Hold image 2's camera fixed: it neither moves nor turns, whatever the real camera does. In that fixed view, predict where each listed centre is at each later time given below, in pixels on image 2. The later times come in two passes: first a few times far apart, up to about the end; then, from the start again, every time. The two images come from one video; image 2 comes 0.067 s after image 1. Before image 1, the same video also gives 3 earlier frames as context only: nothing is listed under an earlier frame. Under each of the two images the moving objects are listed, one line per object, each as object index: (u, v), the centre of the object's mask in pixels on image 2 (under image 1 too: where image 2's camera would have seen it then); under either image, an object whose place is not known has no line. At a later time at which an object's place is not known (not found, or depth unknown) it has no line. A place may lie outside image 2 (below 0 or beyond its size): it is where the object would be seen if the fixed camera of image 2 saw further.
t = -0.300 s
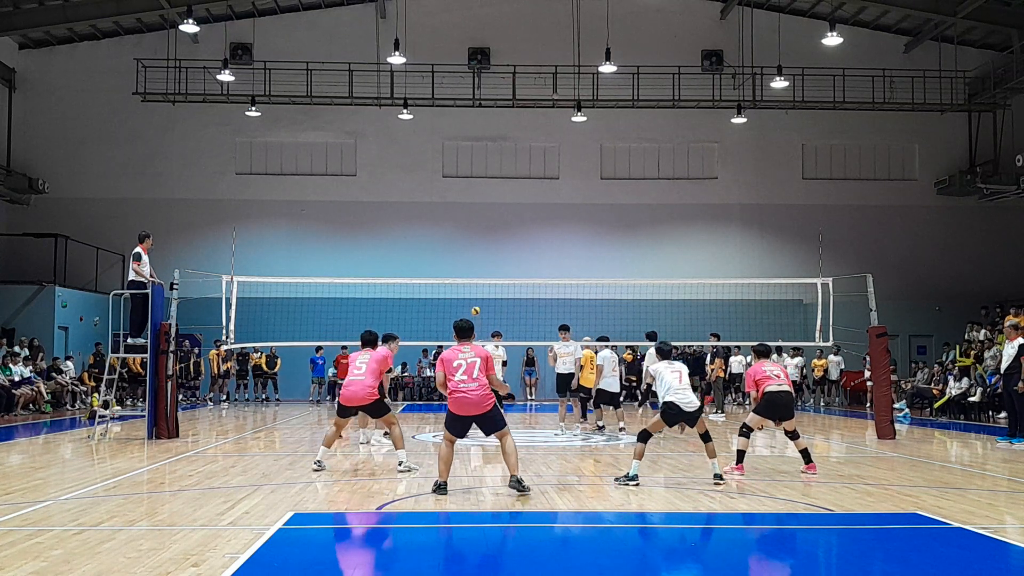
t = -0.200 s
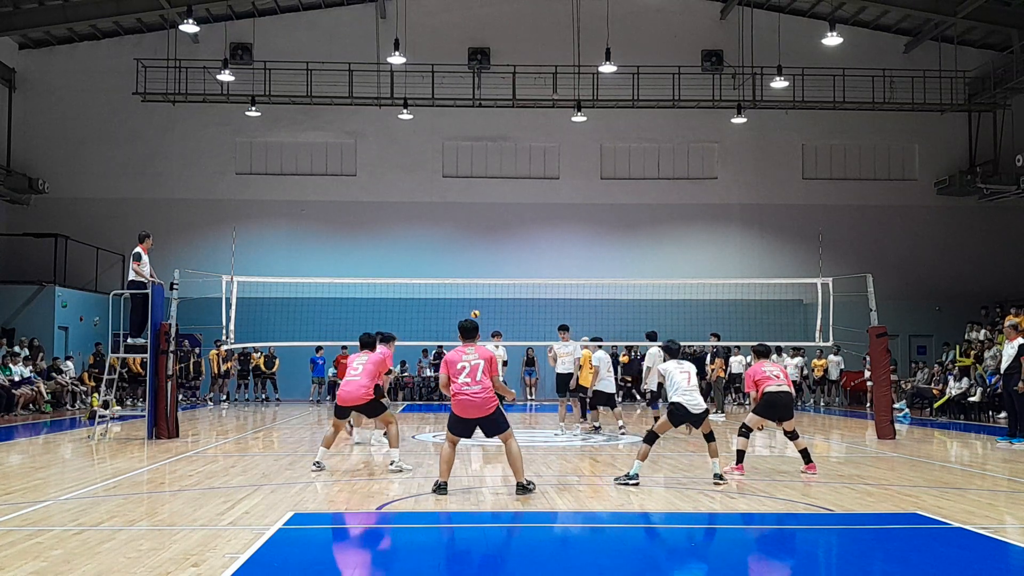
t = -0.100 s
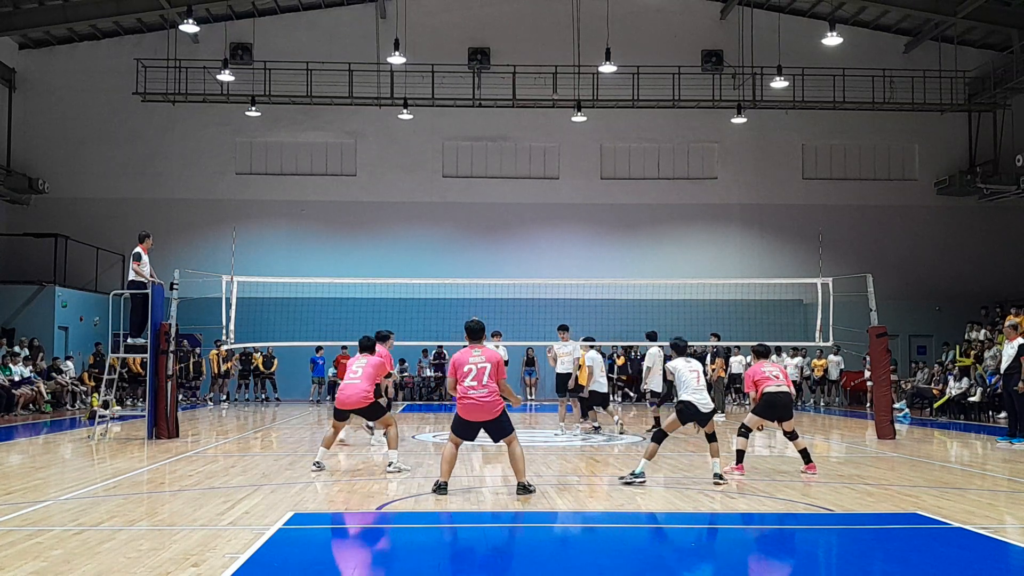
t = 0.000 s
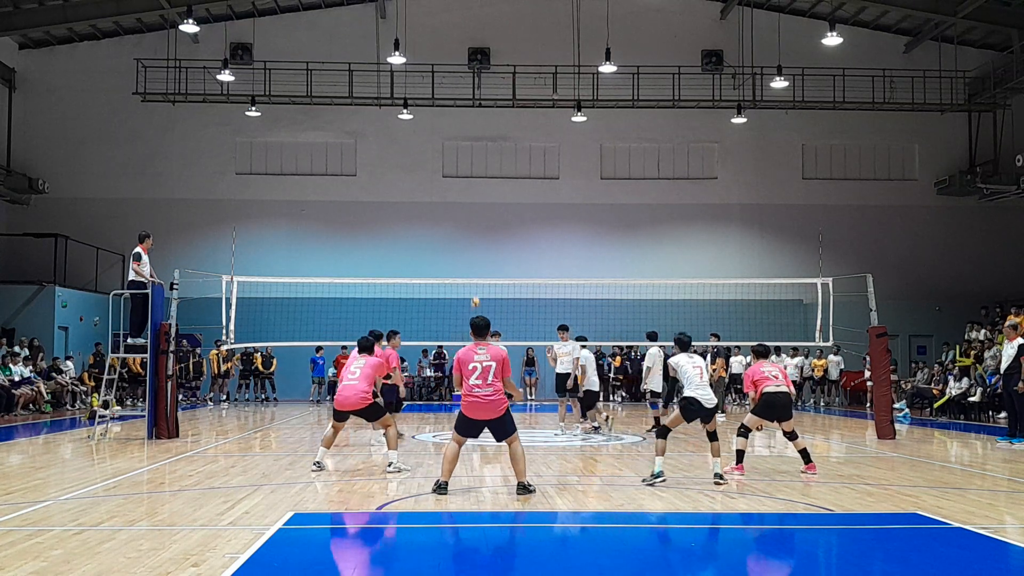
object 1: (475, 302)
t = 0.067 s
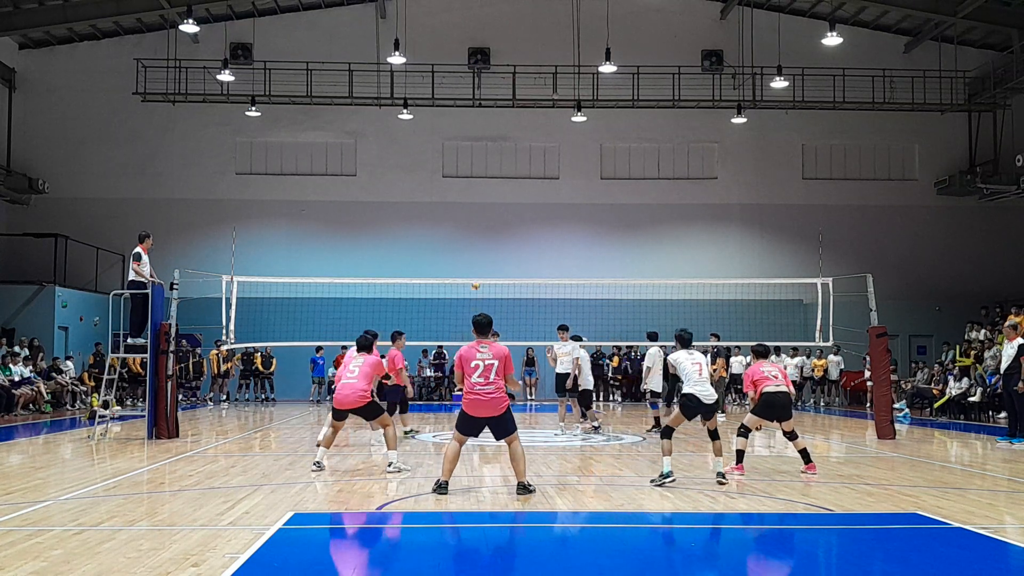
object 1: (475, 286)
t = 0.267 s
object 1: (475, 241)
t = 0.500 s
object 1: (474, 208)
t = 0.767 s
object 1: (471, 210)
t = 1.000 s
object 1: (475, 255)
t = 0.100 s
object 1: (475, 275)
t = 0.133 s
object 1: (475, 269)
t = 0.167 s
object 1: (475, 262)
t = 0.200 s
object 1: (475, 255)
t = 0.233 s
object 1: (475, 248)
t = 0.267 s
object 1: (475, 241)
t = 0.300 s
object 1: (475, 235)
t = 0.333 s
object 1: (475, 229)
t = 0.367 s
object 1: (475, 224)
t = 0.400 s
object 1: (474, 219)
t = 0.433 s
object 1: (474, 215)
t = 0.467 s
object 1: (474, 211)
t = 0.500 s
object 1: (474, 208)
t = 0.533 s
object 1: (474, 206)
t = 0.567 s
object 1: (473, 204)
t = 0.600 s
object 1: (473, 203)
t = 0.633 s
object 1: (473, 203)
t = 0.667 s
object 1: (472, 203)
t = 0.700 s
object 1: (472, 204)
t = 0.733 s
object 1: (472, 207)
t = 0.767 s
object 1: (471, 210)
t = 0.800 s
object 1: (471, 214)
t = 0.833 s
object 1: (472, 219)
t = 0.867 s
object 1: (472, 225)
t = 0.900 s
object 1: (473, 231)
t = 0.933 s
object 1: (473, 238)
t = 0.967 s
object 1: (474, 246)
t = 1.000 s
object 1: (475, 255)
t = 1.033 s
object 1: (476, 265)
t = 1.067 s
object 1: (477, 277)
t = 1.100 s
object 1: (479, 291)
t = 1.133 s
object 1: (480, 305)
